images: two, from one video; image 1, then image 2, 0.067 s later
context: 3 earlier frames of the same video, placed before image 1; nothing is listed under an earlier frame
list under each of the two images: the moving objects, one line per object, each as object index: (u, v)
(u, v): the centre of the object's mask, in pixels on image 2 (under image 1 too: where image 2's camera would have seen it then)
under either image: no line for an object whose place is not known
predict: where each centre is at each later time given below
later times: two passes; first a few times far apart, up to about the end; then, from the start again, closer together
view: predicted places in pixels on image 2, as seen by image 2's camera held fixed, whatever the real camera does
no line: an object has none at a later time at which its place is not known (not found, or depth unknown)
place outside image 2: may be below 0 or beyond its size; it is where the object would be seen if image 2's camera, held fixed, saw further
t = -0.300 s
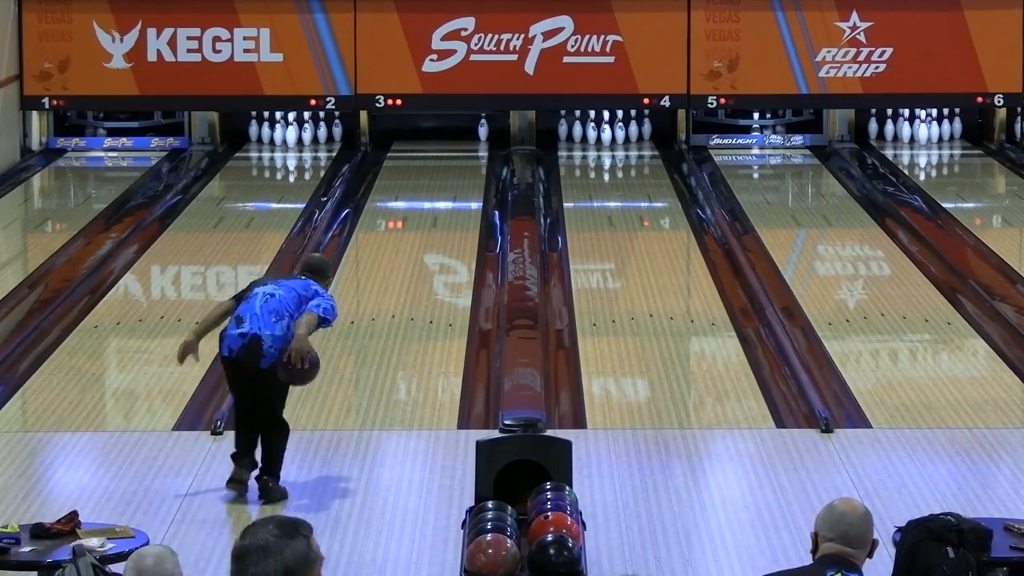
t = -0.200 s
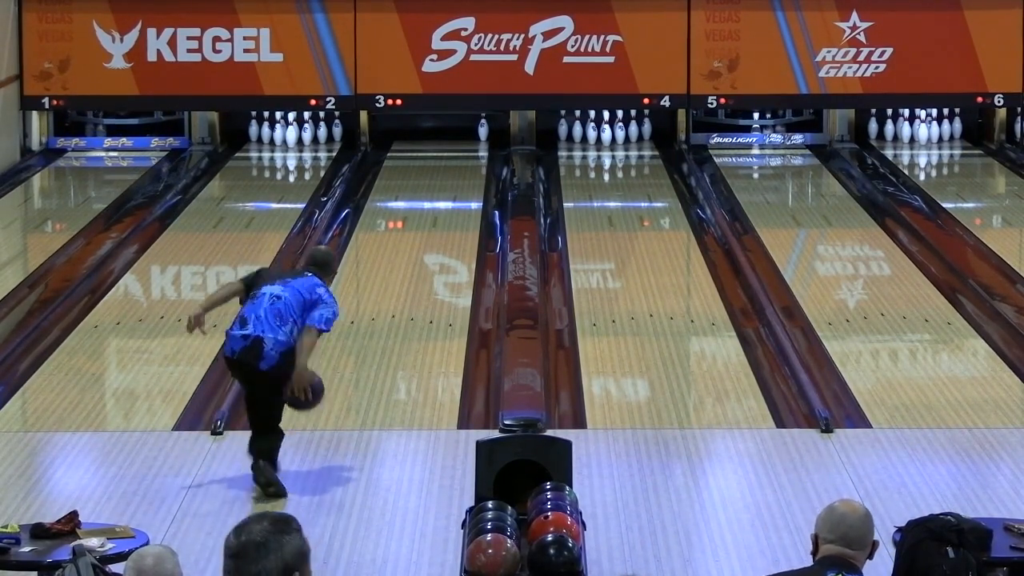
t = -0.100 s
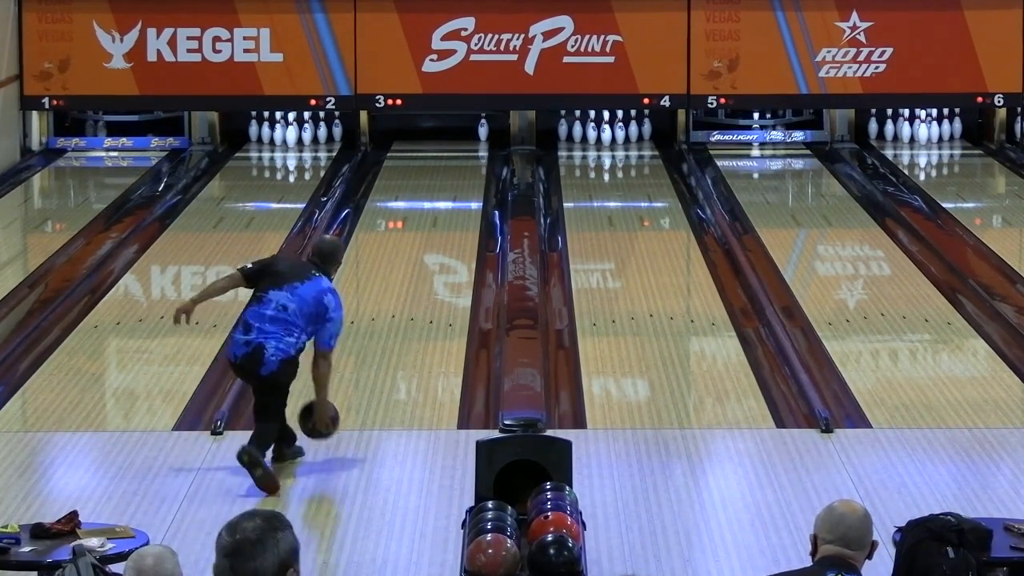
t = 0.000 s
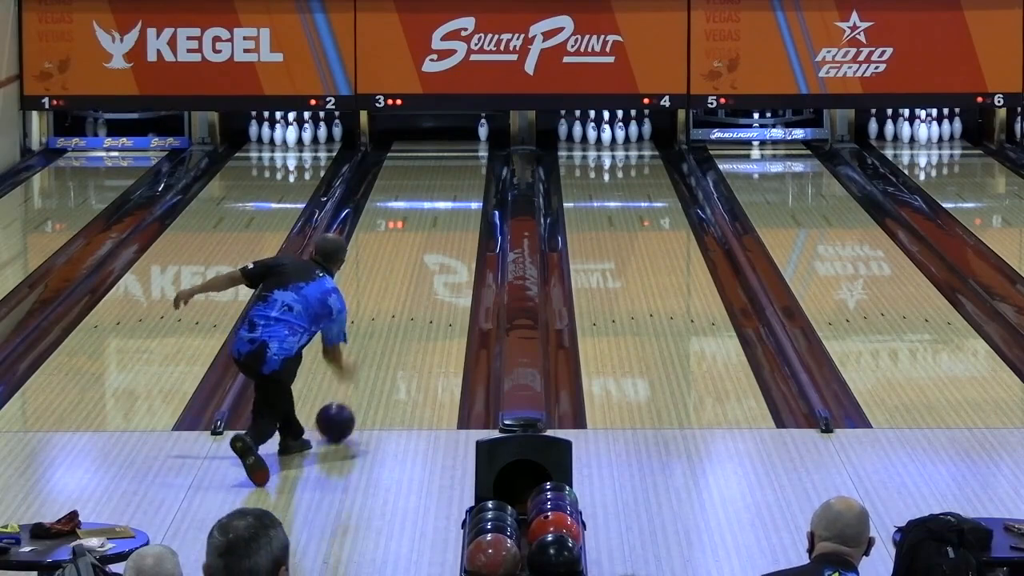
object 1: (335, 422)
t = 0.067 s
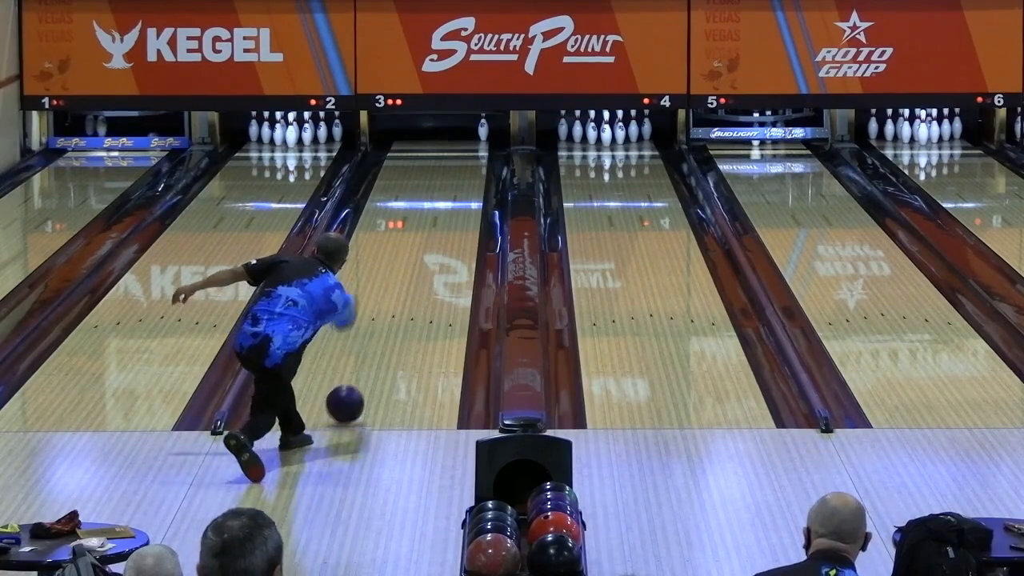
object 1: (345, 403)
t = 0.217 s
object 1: (365, 373)
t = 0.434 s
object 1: (390, 333)
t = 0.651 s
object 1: (411, 298)
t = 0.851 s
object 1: (427, 270)
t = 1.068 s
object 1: (443, 244)
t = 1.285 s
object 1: (456, 220)
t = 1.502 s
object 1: (467, 200)
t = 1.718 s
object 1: (475, 182)
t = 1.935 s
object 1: (481, 166)
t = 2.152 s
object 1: (484, 152)
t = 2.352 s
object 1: (485, 142)
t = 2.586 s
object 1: (483, 131)
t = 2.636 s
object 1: (483, 131)
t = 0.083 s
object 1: (347, 401)
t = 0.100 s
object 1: (350, 398)
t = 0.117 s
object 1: (352, 394)
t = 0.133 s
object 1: (354, 390)
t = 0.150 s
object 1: (356, 387)
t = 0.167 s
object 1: (359, 384)
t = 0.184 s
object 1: (361, 380)
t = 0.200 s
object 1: (363, 377)
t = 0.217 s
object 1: (365, 373)
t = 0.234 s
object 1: (367, 370)
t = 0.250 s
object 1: (369, 367)
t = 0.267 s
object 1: (371, 363)
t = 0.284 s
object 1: (373, 360)
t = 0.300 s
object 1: (375, 357)
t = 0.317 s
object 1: (377, 354)
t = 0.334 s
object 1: (379, 350)
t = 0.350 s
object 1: (381, 348)
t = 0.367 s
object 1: (383, 344)
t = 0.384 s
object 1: (384, 341)
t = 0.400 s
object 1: (386, 338)
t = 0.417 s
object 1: (388, 336)
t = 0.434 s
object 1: (390, 333)
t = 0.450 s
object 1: (391, 330)
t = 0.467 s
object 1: (393, 327)
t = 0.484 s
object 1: (395, 324)
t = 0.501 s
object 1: (397, 322)
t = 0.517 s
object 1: (398, 319)
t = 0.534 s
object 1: (400, 316)
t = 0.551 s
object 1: (401, 314)
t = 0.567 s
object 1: (403, 311)
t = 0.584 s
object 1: (405, 308)
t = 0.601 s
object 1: (406, 306)
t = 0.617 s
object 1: (408, 303)
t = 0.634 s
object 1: (409, 301)
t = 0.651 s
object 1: (411, 298)
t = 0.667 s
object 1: (412, 296)
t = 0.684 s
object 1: (414, 293)
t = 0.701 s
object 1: (415, 291)
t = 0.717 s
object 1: (416, 289)
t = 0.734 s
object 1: (418, 286)
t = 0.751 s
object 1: (419, 284)
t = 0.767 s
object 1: (421, 282)
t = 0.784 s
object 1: (422, 279)
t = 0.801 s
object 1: (423, 277)
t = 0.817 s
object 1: (425, 275)
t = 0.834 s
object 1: (426, 273)
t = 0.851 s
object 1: (427, 270)
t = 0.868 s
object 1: (428, 268)
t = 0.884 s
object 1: (430, 266)
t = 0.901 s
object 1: (431, 264)
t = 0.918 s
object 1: (432, 262)
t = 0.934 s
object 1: (433, 259)
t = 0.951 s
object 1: (435, 258)
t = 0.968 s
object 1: (436, 256)
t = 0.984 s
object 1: (437, 254)
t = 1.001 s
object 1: (438, 252)
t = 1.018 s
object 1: (439, 250)
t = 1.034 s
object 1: (440, 248)
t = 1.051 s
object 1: (442, 246)
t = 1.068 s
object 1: (443, 244)
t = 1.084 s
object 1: (444, 242)
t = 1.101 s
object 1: (445, 240)
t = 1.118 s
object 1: (446, 238)
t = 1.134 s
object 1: (447, 236)
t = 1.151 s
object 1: (448, 234)
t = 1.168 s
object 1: (449, 233)
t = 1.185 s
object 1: (450, 231)
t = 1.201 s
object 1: (451, 229)
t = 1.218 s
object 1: (452, 227)
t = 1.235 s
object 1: (453, 226)
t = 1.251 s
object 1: (454, 224)
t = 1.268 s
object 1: (455, 222)
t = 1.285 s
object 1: (456, 220)
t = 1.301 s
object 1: (457, 219)
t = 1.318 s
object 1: (458, 217)
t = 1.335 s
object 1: (459, 216)
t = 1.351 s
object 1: (460, 214)
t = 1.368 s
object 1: (460, 212)
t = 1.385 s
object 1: (461, 211)
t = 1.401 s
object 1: (462, 209)
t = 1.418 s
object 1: (463, 208)
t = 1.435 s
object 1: (464, 206)
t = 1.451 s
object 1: (465, 205)
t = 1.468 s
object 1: (465, 203)
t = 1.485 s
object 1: (466, 201)
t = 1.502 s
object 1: (467, 200)
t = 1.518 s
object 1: (468, 198)
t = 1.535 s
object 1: (469, 197)
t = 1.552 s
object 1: (469, 195)
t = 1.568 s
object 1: (470, 194)
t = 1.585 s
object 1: (471, 193)
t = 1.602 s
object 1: (471, 191)
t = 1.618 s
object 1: (472, 190)
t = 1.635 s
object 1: (473, 189)
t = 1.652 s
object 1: (473, 187)
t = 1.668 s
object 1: (474, 186)
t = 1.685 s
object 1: (475, 184)
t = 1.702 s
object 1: (475, 183)
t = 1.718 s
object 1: (475, 182)
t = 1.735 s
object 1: (476, 181)
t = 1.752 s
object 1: (476, 180)
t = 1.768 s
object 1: (476, 178)
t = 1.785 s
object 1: (477, 177)
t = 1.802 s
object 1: (478, 176)
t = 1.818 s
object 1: (478, 174)
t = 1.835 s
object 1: (478, 173)
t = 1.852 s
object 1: (478, 172)
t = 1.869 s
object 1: (480, 171)
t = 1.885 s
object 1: (480, 170)
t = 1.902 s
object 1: (480, 169)
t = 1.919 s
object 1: (481, 168)
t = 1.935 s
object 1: (481, 166)
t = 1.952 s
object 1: (482, 165)
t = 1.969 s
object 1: (482, 164)
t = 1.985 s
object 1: (482, 163)
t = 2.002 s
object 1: (483, 162)
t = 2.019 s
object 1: (483, 161)
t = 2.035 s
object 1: (483, 160)
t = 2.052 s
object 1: (483, 159)
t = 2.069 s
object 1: (483, 158)
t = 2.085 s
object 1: (483, 156)
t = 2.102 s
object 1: (484, 155)
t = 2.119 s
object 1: (484, 154)
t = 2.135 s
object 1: (484, 153)
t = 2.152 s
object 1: (484, 152)
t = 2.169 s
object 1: (485, 152)
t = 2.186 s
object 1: (485, 151)
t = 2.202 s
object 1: (485, 150)
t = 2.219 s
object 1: (485, 149)
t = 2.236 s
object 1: (485, 147)
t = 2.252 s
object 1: (485, 147)
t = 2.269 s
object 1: (485, 147)
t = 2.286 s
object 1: (486, 146)
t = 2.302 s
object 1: (486, 144)
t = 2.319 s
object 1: (486, 144)
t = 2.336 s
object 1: (486, 143)
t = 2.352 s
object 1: (485, 142)
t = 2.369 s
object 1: (485, 141)
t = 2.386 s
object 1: (485, 141)
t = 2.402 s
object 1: (485, 140)
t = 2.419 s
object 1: (484, 139)
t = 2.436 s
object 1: (485, 137)
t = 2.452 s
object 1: (483, 136)
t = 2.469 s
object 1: (484, 135)
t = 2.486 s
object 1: (484, 134)
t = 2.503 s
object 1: (484, 133)
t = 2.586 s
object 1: (483, 131)
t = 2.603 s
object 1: (483, 130)
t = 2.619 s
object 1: (483, 131)
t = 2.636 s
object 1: (483, 131)
